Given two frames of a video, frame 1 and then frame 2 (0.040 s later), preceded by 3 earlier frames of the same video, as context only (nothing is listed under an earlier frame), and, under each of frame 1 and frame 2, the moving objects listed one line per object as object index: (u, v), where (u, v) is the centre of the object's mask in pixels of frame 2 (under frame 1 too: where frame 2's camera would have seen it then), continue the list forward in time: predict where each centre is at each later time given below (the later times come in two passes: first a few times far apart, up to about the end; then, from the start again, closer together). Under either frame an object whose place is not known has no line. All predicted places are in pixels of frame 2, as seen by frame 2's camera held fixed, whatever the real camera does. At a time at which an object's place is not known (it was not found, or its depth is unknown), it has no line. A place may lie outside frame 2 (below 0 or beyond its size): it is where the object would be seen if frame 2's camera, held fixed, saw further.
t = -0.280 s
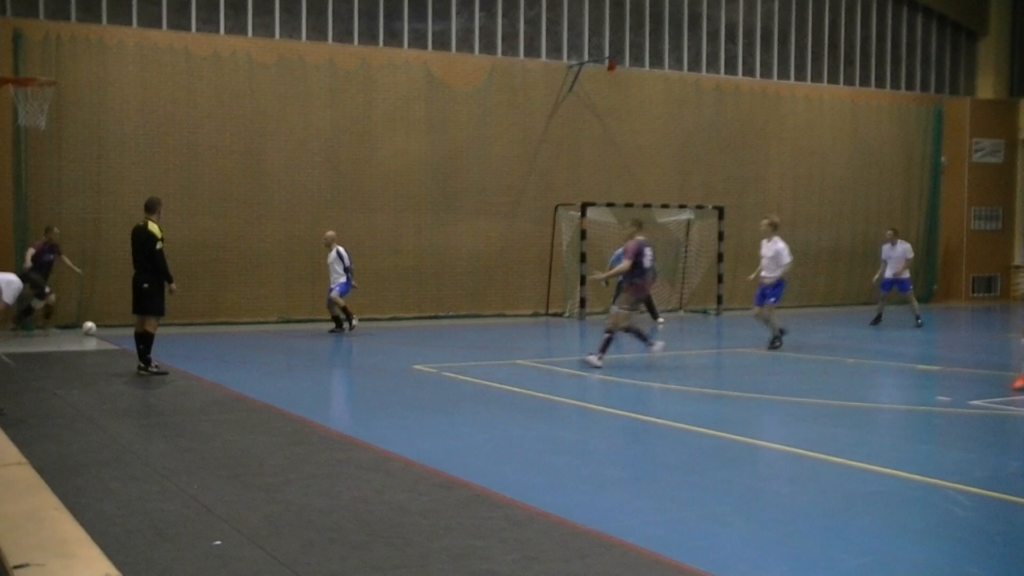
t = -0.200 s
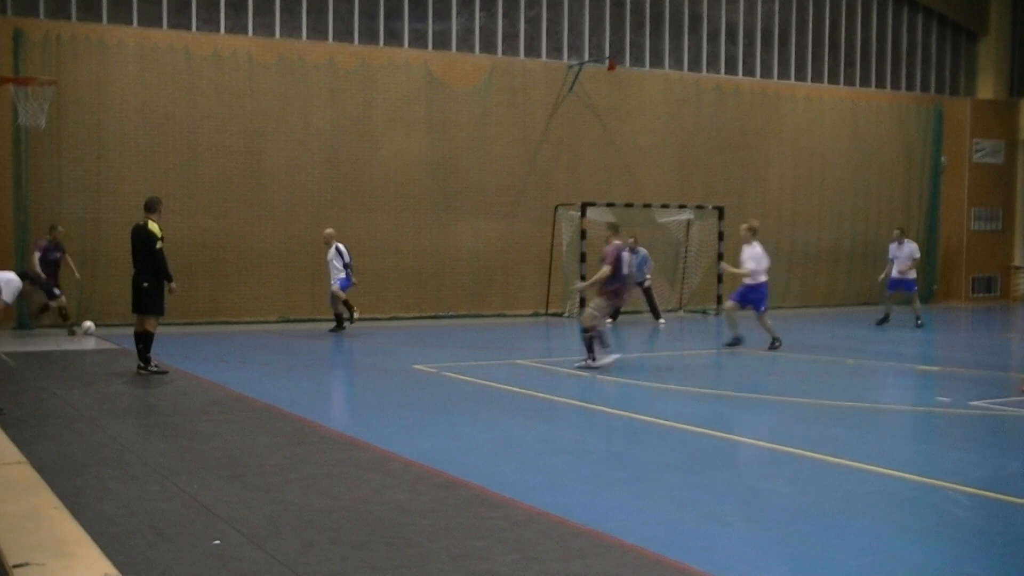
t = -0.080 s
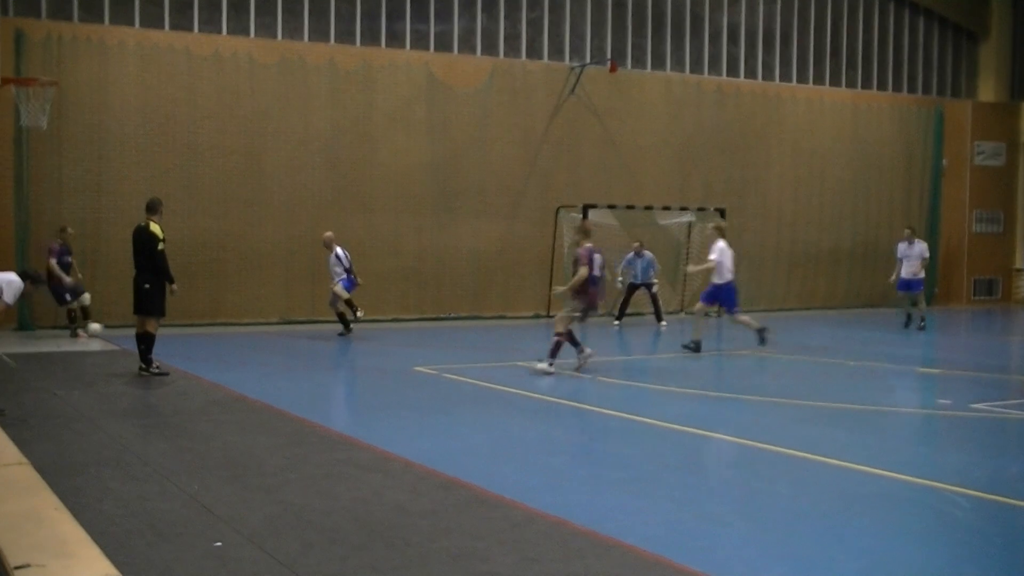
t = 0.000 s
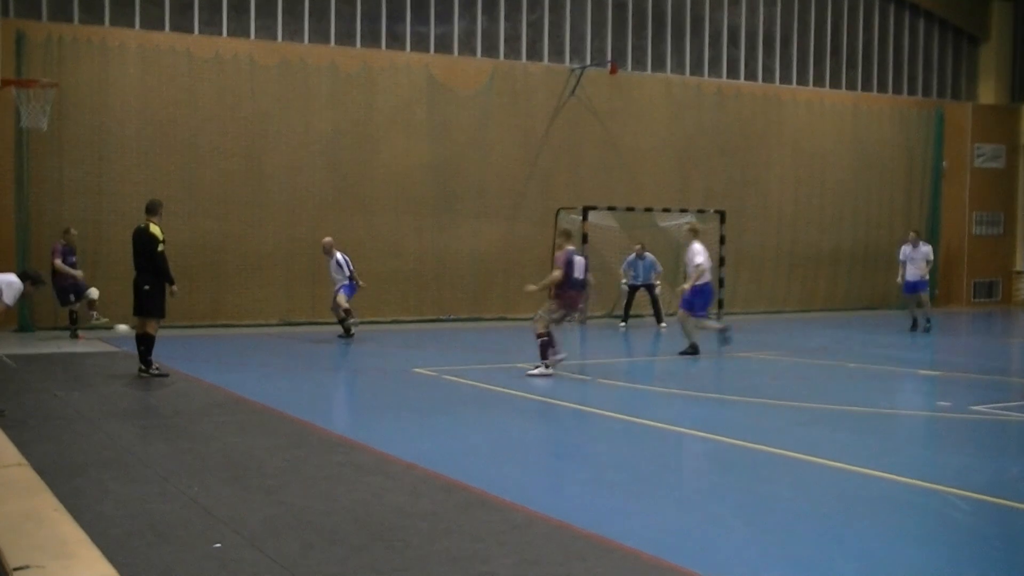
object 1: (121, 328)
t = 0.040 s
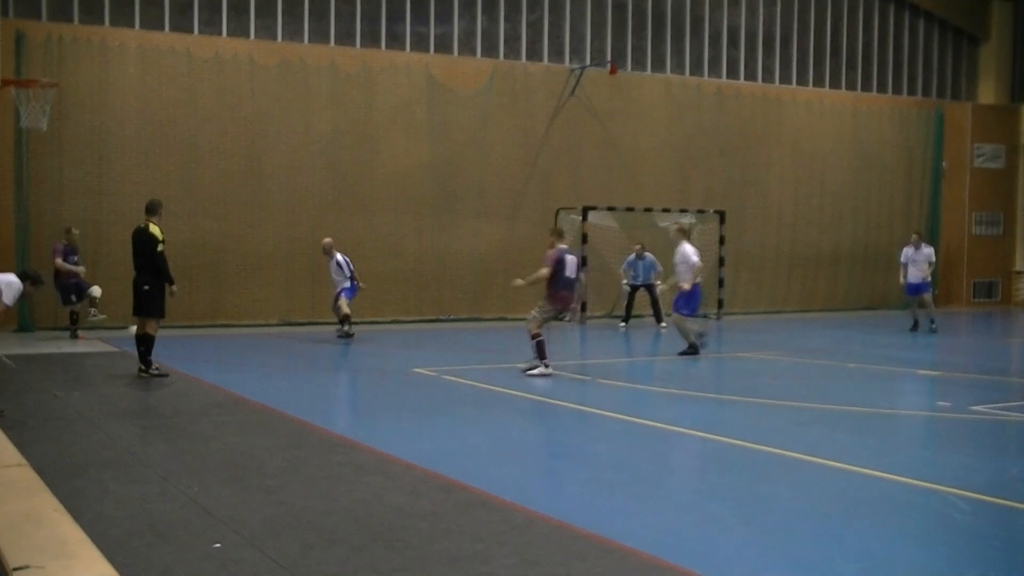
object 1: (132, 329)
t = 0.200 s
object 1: (197, 343)
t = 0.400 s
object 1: (277, 356)
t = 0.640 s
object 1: (378, 370)
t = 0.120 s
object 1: (167, 340)
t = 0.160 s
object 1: (182, 342)
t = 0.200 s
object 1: (197, 343)
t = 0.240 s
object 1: (212, 346)
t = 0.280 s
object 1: (229, 350)
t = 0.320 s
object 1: (245, 350)
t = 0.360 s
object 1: (260, 353)
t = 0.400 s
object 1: (277, 356)
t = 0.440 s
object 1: (292, 358)
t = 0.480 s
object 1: (309, 361)
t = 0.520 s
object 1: (326, 363)
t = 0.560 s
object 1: (342, 366)
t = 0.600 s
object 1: (359, 367)
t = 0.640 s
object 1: (378, 370)
